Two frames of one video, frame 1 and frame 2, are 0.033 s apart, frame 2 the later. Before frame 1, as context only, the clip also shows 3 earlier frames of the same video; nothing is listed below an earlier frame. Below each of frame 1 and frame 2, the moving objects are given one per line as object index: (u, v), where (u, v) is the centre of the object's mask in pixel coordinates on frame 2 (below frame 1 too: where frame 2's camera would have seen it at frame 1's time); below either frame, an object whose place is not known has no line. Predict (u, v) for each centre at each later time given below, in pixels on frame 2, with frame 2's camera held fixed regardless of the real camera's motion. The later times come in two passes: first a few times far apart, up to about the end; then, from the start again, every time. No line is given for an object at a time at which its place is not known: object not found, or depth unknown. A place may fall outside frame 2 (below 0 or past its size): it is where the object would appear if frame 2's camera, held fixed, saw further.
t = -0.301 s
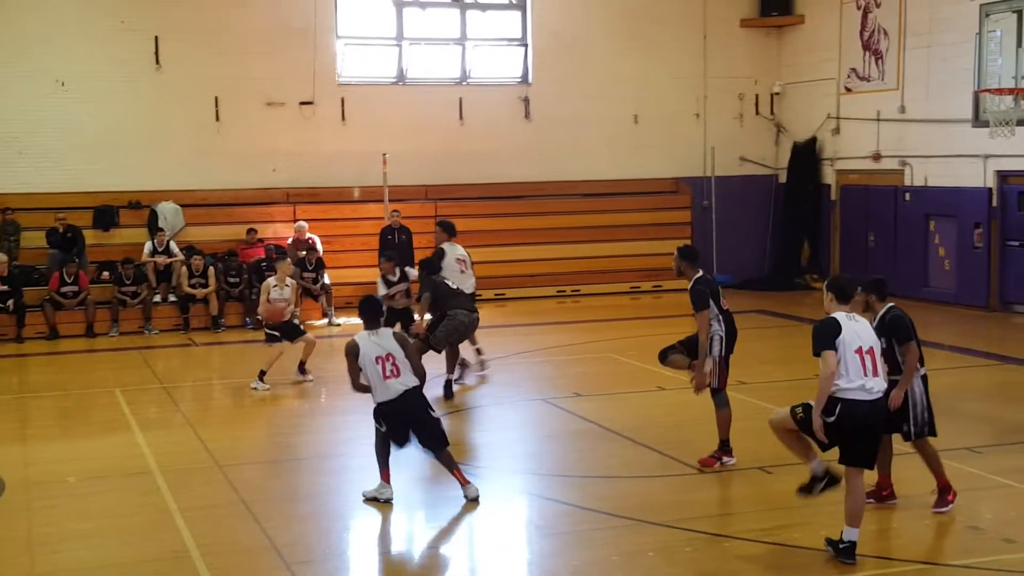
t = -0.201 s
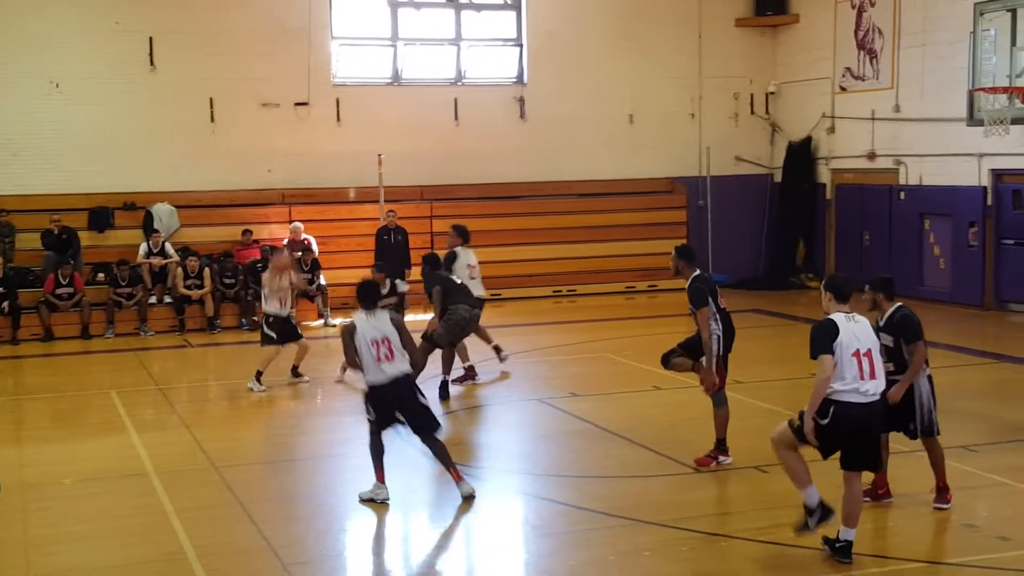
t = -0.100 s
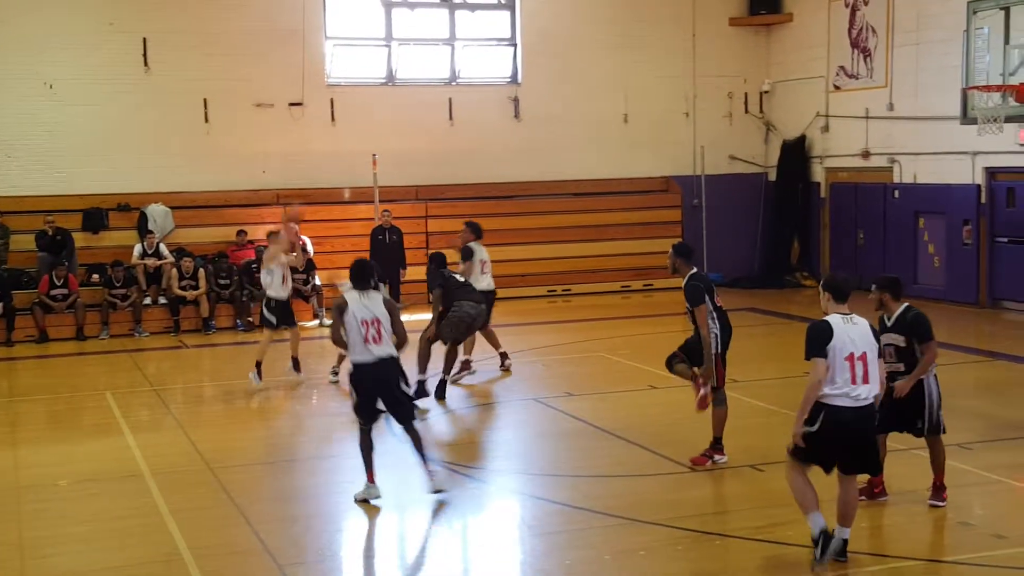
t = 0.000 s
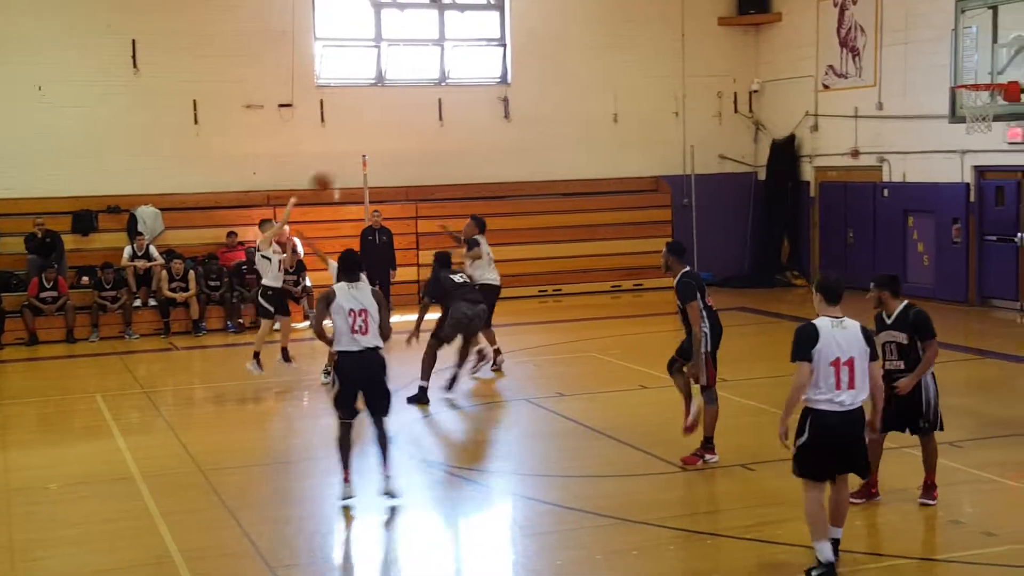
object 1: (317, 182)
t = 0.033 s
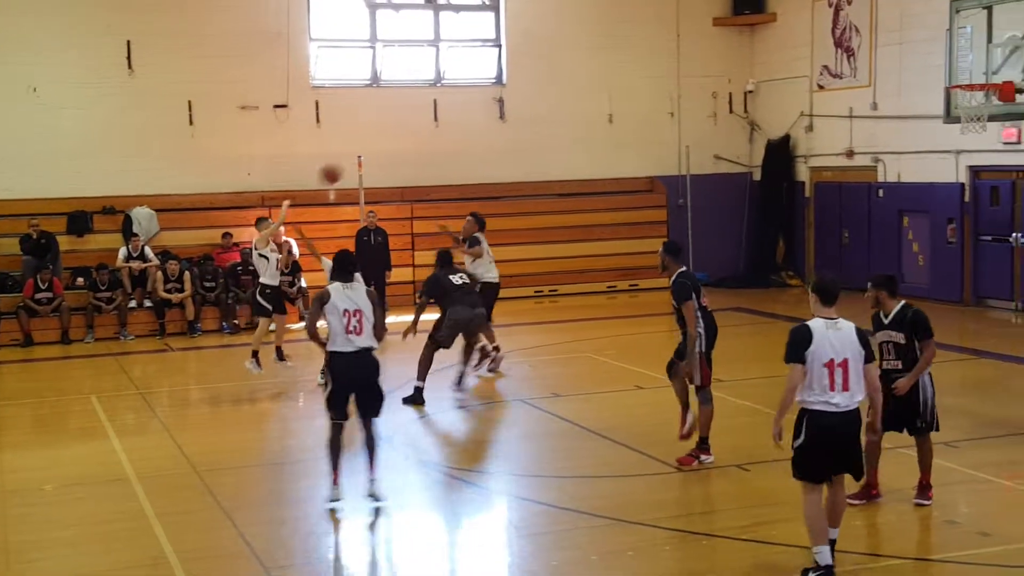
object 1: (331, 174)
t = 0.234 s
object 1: (411, 145)
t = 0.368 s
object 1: (461, 145)
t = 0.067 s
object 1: (343, 167)
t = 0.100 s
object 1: (356, 161)
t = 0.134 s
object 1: (370, 155)
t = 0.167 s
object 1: (382, 151)
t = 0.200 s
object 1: (397, 148)
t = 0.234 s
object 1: (411, 145)
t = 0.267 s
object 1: (424, 143)
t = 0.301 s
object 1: (438, 143)
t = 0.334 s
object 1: (450, 144)
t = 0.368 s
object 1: (461, 145)
